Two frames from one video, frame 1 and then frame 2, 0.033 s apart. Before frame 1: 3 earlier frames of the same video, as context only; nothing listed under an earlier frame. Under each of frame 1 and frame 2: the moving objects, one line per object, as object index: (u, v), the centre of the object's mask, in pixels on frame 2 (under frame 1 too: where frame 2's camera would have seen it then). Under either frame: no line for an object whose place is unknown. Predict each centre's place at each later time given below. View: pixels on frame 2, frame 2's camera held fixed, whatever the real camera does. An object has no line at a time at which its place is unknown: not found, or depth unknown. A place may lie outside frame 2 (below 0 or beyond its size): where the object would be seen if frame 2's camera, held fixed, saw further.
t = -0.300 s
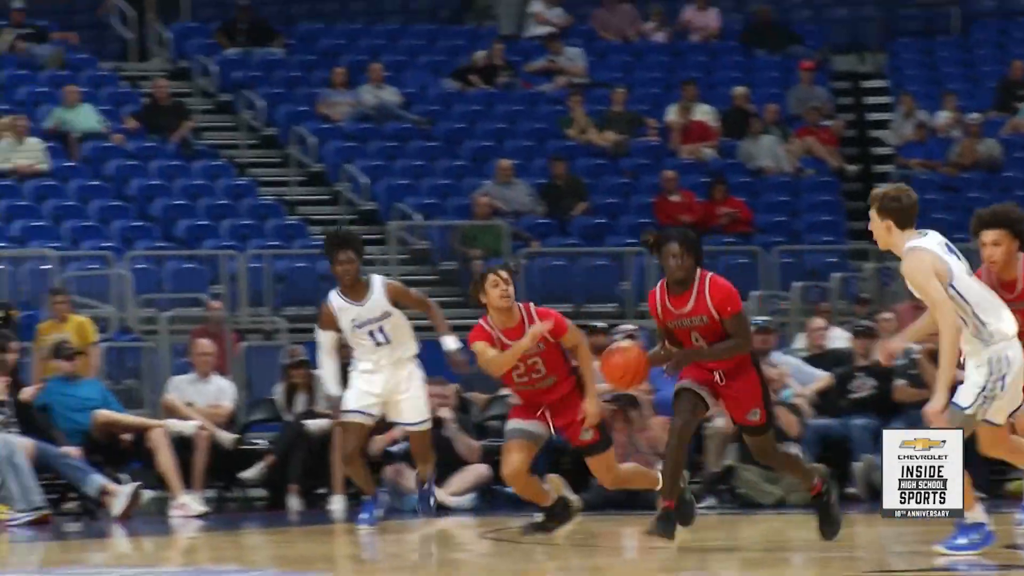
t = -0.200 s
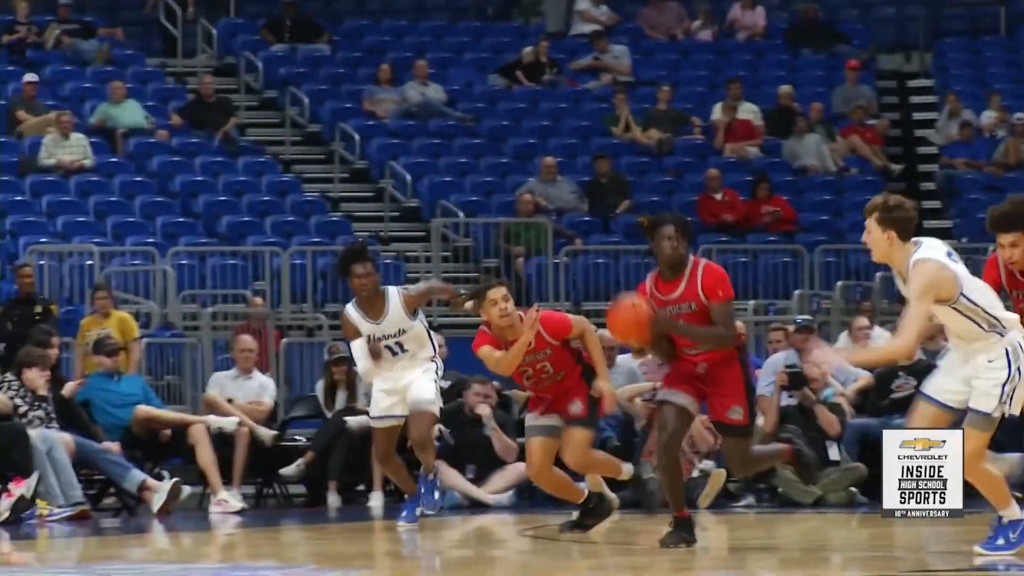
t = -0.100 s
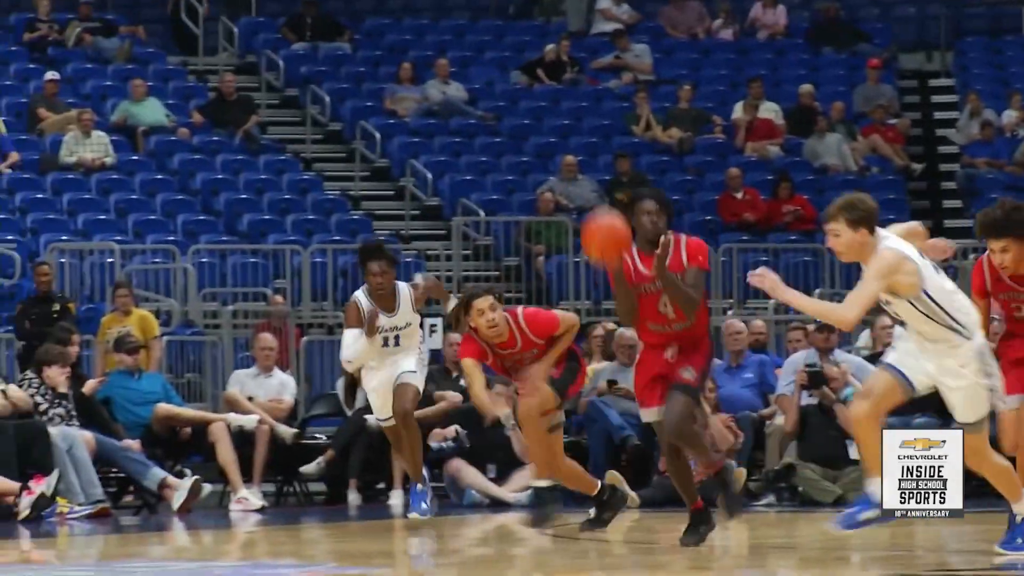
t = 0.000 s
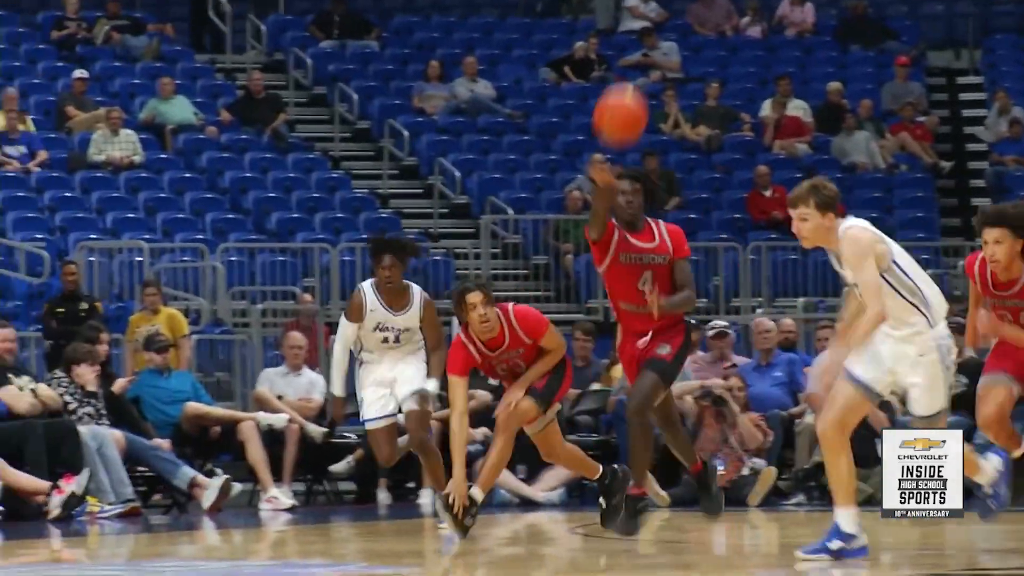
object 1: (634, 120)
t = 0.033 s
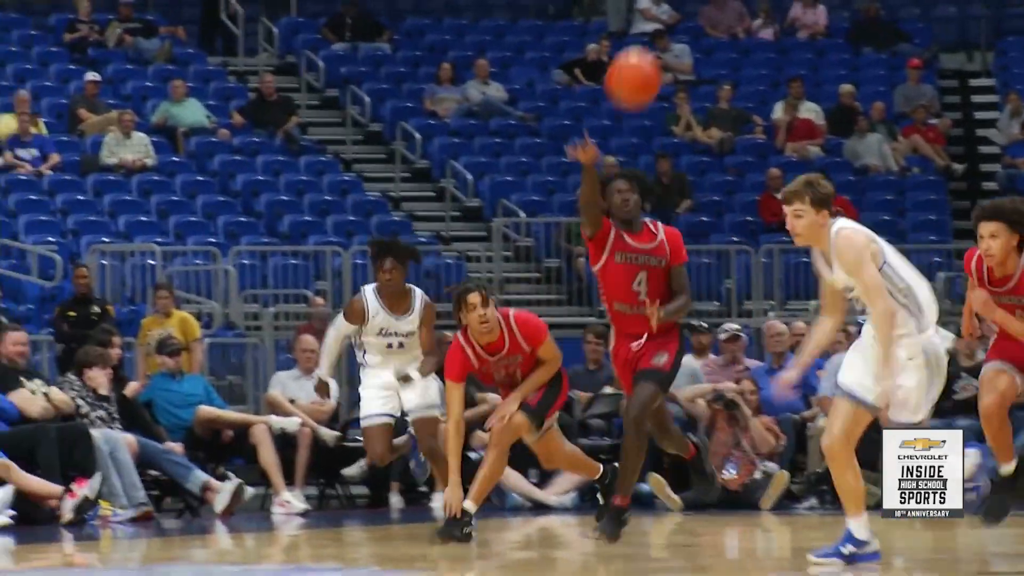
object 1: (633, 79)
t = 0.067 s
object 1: (633, 40)
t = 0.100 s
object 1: (633, 5)
